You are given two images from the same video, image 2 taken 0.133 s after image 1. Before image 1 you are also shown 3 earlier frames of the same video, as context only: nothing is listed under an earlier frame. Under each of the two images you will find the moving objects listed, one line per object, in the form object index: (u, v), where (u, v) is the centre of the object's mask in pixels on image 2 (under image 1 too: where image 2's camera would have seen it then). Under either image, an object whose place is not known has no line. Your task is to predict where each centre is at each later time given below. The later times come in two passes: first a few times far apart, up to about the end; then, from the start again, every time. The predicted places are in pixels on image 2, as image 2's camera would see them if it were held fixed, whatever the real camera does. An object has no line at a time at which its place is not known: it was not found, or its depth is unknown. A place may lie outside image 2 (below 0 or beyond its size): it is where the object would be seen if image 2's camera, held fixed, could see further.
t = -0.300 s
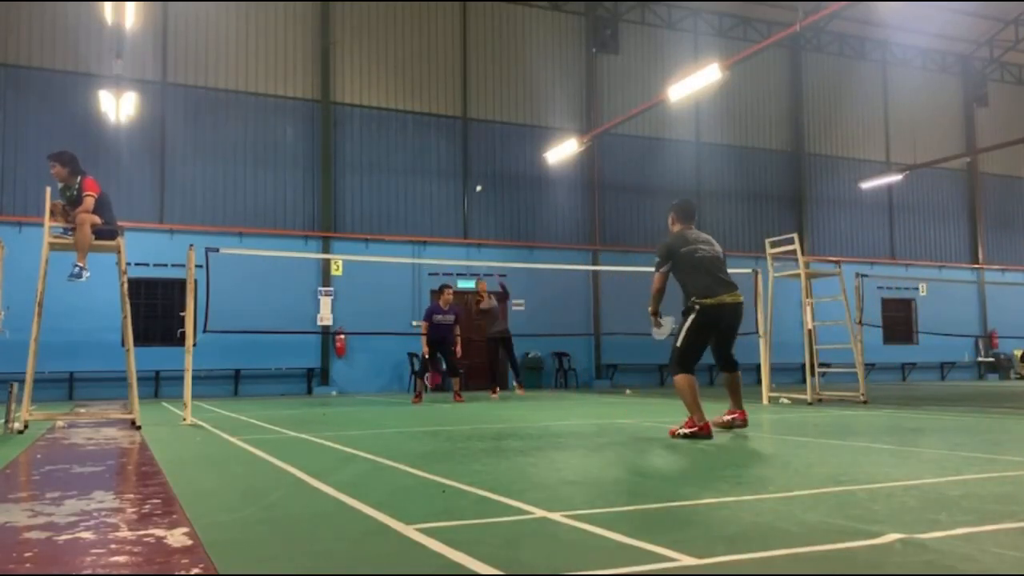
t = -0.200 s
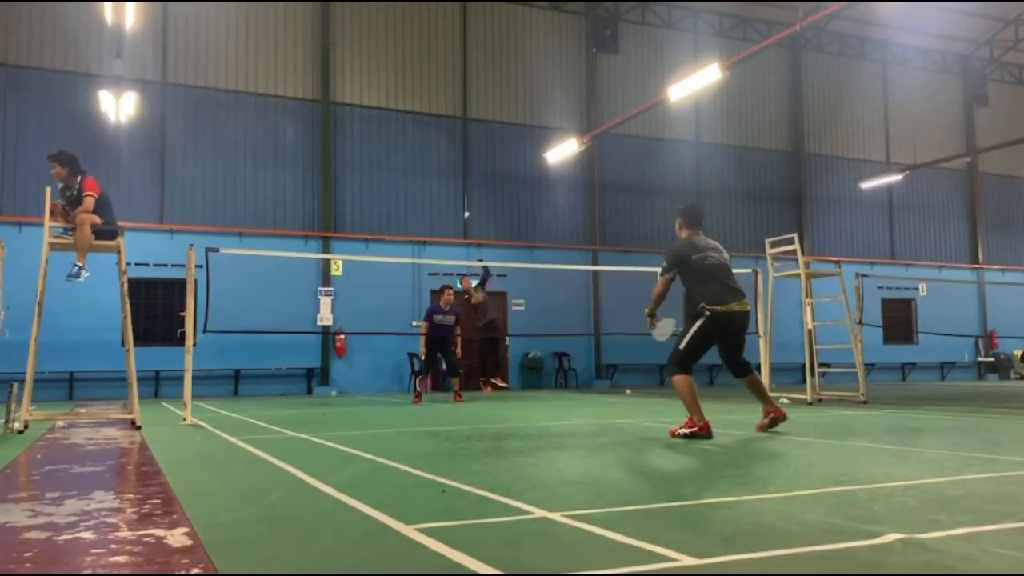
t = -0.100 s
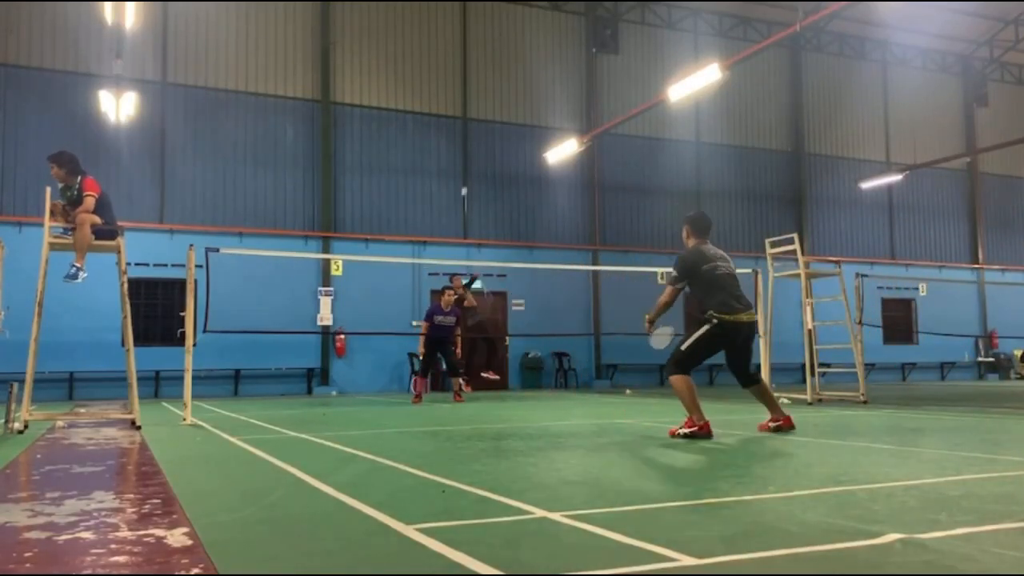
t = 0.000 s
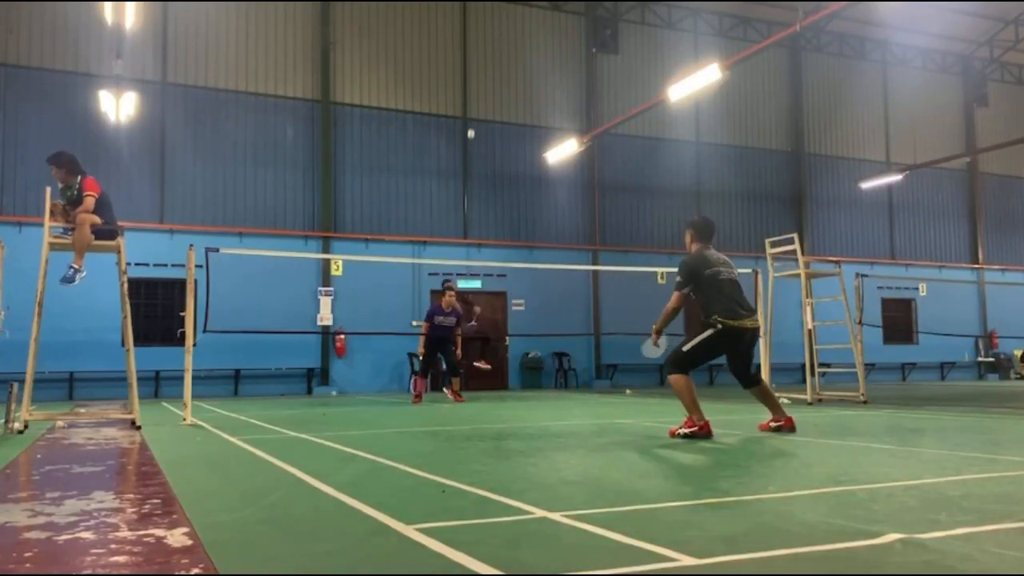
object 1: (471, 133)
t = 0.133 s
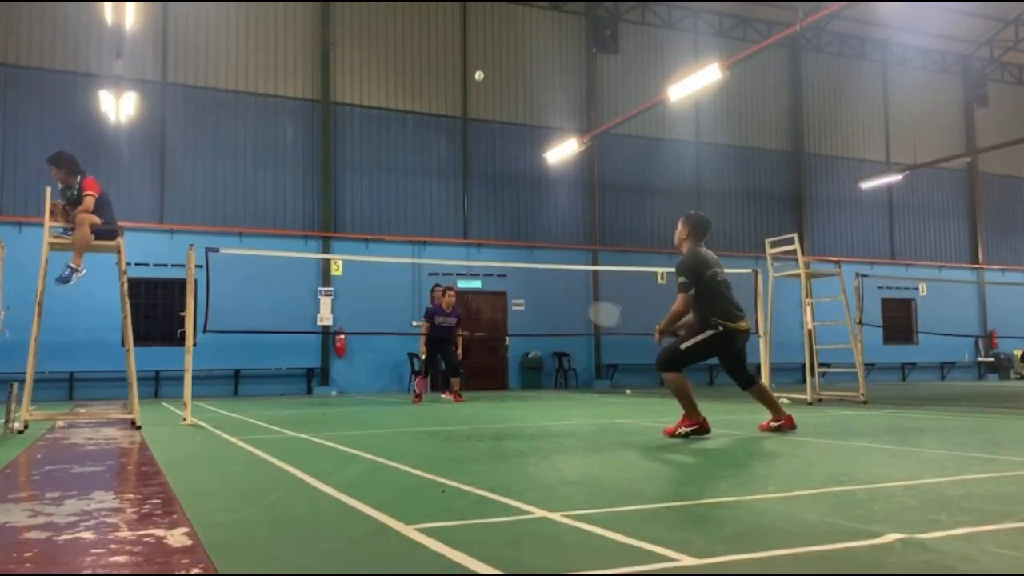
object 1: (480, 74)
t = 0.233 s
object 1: (486, 44)
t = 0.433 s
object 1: (499, 19)
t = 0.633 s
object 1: (513, 74)
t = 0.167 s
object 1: (481, 63)
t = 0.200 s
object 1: (483, 52)
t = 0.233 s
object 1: (486, 44)
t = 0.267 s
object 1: (487, 35)
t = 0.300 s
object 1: (490, 29)
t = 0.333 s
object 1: (492, 24)
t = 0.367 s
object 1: (496, 18)
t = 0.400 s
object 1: (498, 19)
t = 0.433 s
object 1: (499, 19)
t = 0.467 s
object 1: (502, 22)
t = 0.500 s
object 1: (504, 29)
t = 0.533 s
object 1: (505, 36)
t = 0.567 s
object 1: (510, 43)
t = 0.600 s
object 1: (511, 57)
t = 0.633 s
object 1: (513, 74)
